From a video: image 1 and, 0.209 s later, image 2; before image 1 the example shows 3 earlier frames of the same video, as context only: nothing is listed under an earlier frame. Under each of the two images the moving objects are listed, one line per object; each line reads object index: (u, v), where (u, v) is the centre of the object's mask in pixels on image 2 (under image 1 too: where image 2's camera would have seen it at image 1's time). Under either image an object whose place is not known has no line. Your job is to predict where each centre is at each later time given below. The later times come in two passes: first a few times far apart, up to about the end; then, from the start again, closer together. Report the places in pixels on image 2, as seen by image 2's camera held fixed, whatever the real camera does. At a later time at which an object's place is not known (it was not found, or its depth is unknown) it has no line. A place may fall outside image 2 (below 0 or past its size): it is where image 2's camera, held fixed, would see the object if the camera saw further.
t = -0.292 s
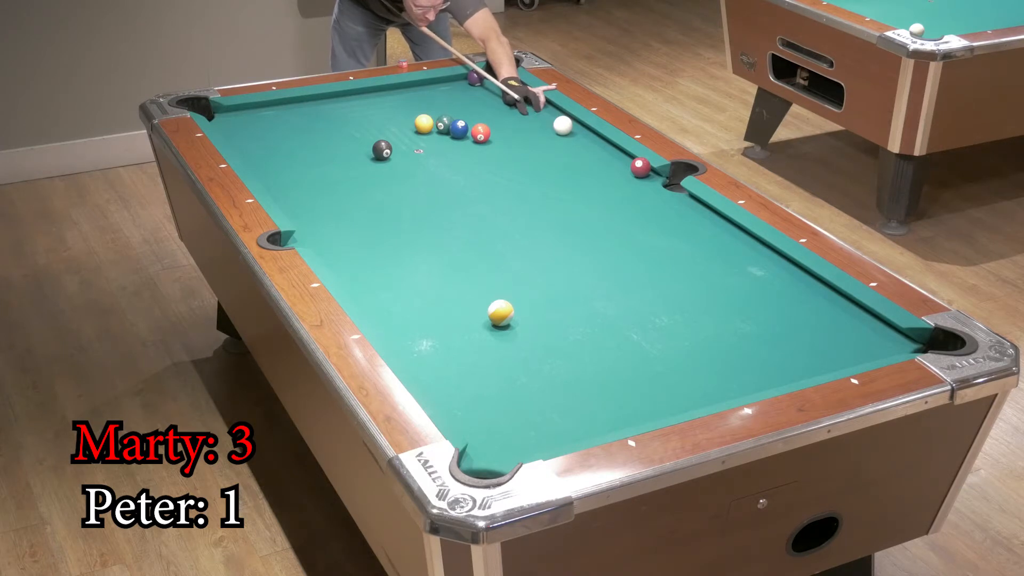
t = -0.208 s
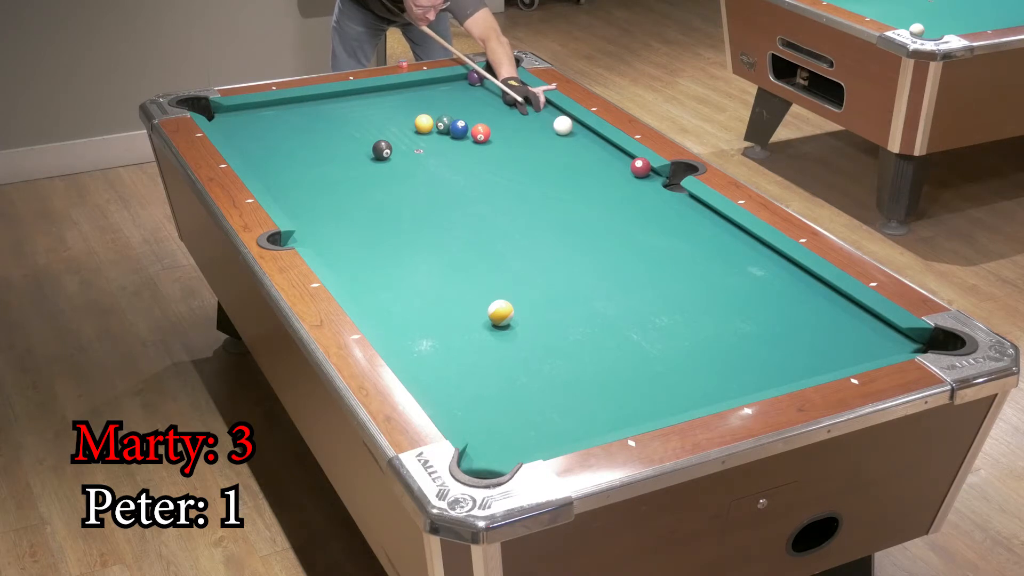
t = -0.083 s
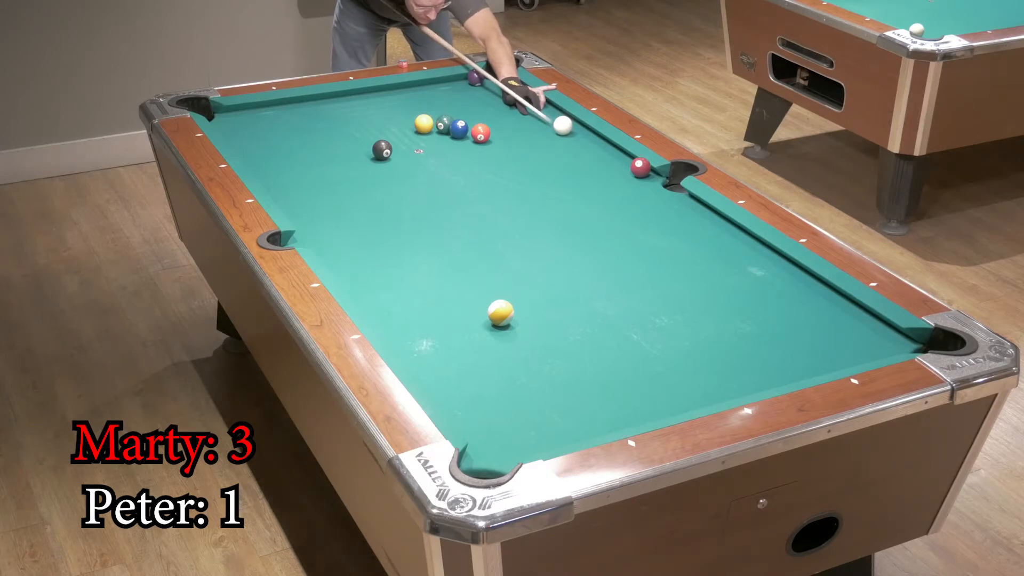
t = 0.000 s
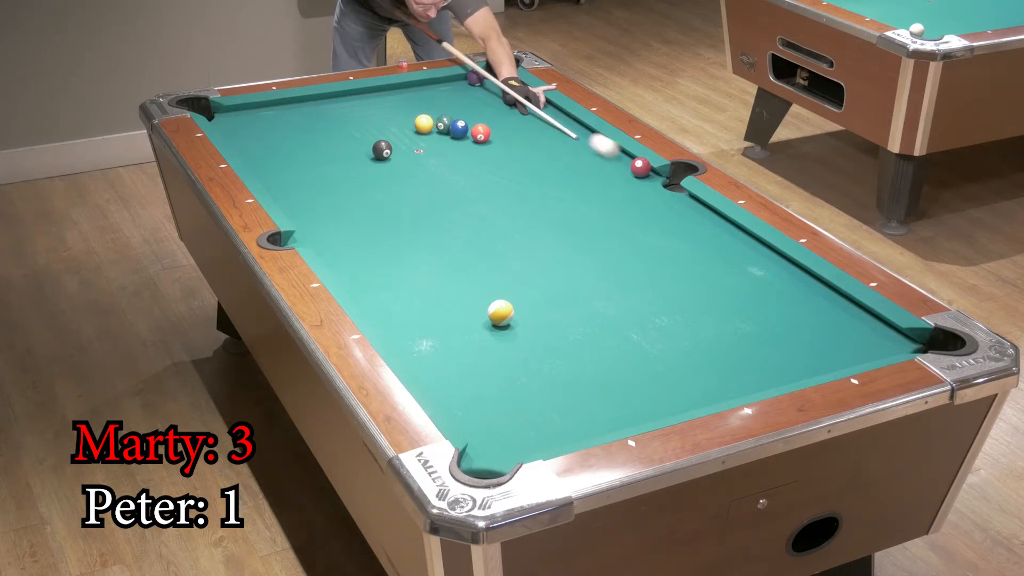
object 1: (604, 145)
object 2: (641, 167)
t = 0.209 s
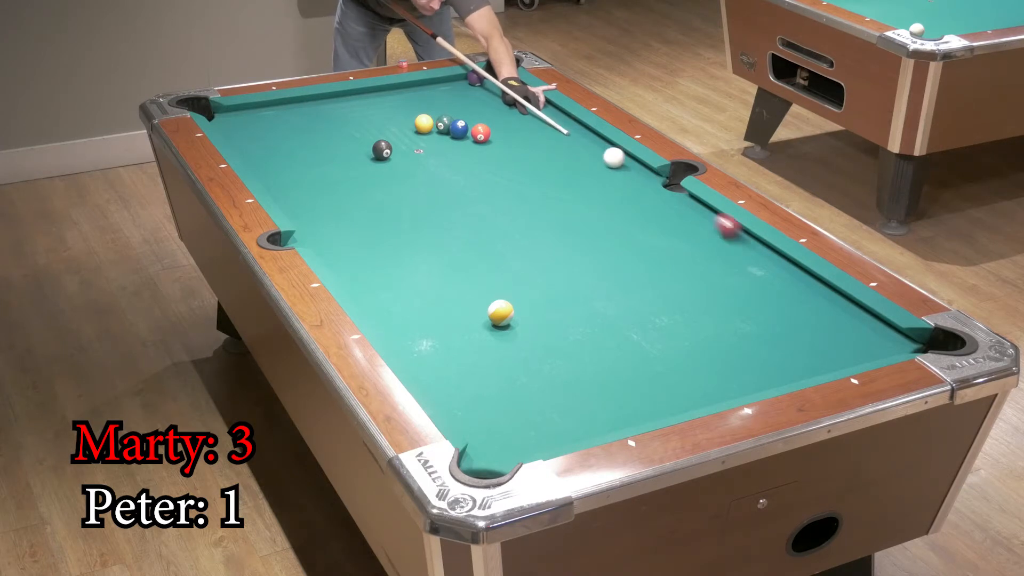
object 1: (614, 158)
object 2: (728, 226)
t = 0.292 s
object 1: (602, 154)
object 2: (769, 255)
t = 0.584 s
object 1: (564, 143)
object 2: (926, 342)
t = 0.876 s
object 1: (529, 132)
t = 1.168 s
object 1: (499, 123)
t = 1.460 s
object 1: (470, 114)
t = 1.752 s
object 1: (445, 106)
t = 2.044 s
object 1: (422, 101)
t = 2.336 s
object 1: (401, 96)
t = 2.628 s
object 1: (382, 91)
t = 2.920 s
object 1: (373, 92)
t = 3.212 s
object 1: (370, 96)
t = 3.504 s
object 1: (368, 99)
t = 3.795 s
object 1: (366, 101)
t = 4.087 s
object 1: (364, 103)
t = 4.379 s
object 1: (363, 104)
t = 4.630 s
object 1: (364, 105)
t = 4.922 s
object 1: (364, 105)
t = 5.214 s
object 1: (364, 105)
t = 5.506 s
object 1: (364, 105)
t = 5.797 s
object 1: (364, 105)
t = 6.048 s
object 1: (366, 104)
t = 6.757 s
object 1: (361, 105)
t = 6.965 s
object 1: (364, 105)
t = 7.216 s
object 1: (364, 105)
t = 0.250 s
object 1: (608, 156)
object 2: (749, 241)
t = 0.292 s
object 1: (602, 154)
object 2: (769, 255)
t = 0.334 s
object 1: (596, 152)
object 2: (791, 269)
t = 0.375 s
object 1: (591, 151)
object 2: (812, 285)
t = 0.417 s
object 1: (585, 149)
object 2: (835, 302)
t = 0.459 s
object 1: (580, 147)
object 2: (859, 318)
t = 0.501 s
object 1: (574, 146)
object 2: (885, 337)
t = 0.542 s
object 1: (569, 144)
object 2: (911, 345)
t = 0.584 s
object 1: (564, 143)
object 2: (926, 342)
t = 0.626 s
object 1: (559, 141)
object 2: (926, 347)
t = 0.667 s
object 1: (554, 139)
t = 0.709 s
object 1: (549, 138)
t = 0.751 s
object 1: (544, 136)
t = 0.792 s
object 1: (539, 135)
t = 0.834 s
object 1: (534, 133)
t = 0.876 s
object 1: (529, 132)
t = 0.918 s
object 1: (525, 130)
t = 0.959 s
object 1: (520, 129)
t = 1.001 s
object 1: (516, 128)
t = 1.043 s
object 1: (511, 127)
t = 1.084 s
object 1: (507, 125)
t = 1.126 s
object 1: (503, 124)
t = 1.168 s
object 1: (499, 123)
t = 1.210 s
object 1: (494, 121)
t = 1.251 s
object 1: (491, 119)
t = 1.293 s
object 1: (486, 118)
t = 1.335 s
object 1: (482, 116)
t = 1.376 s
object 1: (478, 116)
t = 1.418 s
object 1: (474, 115)
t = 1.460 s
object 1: (470, 114)
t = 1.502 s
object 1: (467, 113)
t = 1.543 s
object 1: (463, 112)
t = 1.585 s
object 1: (459, 111)
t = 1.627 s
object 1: (456, 110)
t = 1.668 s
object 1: (452, 109)
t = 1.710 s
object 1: (448, 107)
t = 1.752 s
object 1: (445, 106)
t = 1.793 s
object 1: (442, 106)
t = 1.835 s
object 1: (438, 105)
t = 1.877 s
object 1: (435, 104)
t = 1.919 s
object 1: (432, 103)
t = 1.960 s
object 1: (428, 103)
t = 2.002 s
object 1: (425, 102)
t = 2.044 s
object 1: (422, 101)
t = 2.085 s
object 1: (418, 100)
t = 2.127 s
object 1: (415, 99)
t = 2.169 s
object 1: (412, 99)
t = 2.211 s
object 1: (409, 98)
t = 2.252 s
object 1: (407, 97)
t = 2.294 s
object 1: (404, 97)
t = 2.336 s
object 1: (401, 96)
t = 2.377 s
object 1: (398, 95)
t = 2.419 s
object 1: (395, 94)
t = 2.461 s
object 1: (393, 94)
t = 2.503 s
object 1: (390, 93)
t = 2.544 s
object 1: (387, 92)
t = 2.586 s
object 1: (385, 92)
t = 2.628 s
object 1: (382, 91)
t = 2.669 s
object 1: (379, 91)
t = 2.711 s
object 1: (377, 90)
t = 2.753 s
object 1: (374, 90)
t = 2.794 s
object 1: (374, 90)
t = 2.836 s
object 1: (373, 91)
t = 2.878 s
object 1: (373, 91)
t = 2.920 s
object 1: (373, 92)
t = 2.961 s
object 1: (372, 92)
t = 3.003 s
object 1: (372, 93)
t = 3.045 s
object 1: (371, 93)
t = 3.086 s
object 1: (371, 94)
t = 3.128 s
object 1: (371, 95)
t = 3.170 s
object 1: (370, 95)
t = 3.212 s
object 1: (370, 96)
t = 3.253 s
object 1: (369, 96)
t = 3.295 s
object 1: (369, 97)
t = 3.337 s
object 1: (369, 97)
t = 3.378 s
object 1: (368, 97)
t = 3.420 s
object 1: (368, 98)
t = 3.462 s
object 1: (368, 98)
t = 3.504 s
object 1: (368, 99)
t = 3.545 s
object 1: (367, 99)
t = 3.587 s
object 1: (367, 99)
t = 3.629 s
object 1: (367, 100)
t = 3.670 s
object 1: (367, 100)
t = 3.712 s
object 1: (366, 100)
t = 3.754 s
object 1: (366, 100)
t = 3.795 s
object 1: (366, 101)
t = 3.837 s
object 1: (365, 101)
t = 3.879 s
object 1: (365, 102)
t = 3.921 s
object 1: (364, 102)
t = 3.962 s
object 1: (364, 102)
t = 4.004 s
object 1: (364, 102)
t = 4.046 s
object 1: (364, 103)
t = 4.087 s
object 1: (364, 103)
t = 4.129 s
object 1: (364, 103)
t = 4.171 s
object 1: (363, 103)
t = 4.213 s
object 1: (363, 103)
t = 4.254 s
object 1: (363, 104)
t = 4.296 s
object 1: (363, 104)
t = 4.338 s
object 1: (363, 104)
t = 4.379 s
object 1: (363, 104)
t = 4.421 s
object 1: (363, 104)
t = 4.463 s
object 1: (363, 104)
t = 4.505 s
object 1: (363, 104)
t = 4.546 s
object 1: (363, 104)
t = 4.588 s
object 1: (363, 105)
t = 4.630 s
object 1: (364, 105)
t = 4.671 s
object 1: (364, 105)
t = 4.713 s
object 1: (364, 105)
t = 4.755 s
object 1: (364, 105)
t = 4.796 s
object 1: (364, 105)
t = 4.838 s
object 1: (364, 105)
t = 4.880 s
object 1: (364, 105)
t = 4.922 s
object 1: (364, 105)
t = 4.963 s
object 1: (364, 105)
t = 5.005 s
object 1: (364, 105)
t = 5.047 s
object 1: (364, 105)
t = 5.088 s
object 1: (364, 105)
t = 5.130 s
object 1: (364, 105)
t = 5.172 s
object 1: (364, 105)
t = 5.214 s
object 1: (364, 105)
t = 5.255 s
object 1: (364, 105)
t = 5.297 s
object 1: (364, 105)
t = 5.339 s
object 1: (364, 105)
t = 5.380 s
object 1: (364, 105)
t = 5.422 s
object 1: (364, 105)
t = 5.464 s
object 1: (364, 105)
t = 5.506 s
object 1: (364, 105)
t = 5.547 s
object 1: (364, 105)
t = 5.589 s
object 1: (364, 105)
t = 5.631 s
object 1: (364, 105)
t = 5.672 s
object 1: (364, 105)
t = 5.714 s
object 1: (364, 105)
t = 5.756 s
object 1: (364, 105)
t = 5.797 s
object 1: (364, 105)
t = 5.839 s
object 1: (364, 105)
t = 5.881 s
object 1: (364, 105)
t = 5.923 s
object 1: (364, 105)
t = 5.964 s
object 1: (364, 105)
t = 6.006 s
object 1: (364, 105)
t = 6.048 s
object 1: (366, 104)
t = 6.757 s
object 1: (361, 105)
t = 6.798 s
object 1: (364, 105)
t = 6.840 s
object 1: (364, 105)
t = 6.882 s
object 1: (364, 105)
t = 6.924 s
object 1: (364, 105)
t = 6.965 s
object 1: (364, 105)
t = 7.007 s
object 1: (364, 105)
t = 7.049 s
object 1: (364, 105)
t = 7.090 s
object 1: (364, 105)
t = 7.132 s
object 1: (364, 105)
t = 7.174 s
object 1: (364, 105)
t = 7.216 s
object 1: (364, 105)
